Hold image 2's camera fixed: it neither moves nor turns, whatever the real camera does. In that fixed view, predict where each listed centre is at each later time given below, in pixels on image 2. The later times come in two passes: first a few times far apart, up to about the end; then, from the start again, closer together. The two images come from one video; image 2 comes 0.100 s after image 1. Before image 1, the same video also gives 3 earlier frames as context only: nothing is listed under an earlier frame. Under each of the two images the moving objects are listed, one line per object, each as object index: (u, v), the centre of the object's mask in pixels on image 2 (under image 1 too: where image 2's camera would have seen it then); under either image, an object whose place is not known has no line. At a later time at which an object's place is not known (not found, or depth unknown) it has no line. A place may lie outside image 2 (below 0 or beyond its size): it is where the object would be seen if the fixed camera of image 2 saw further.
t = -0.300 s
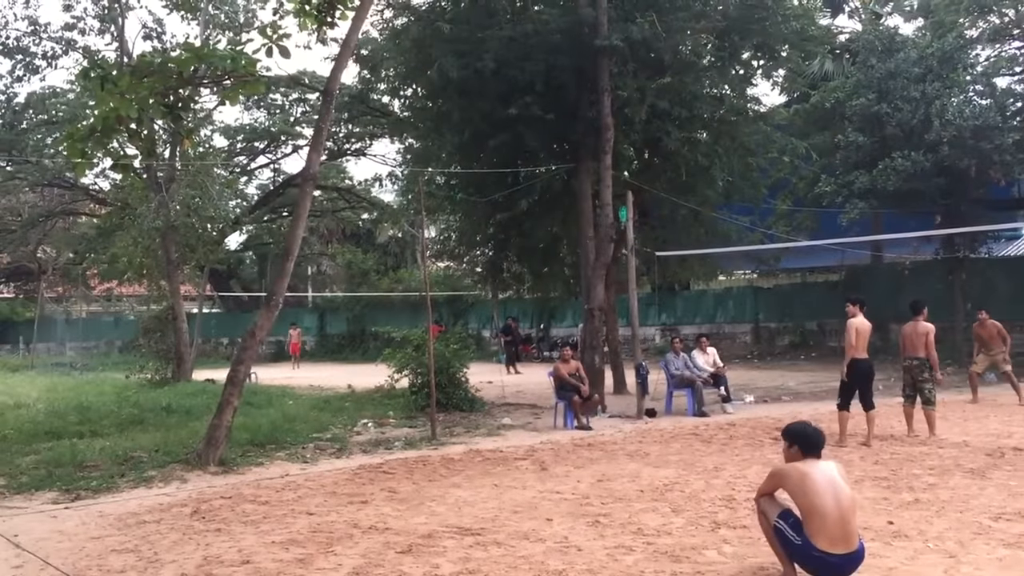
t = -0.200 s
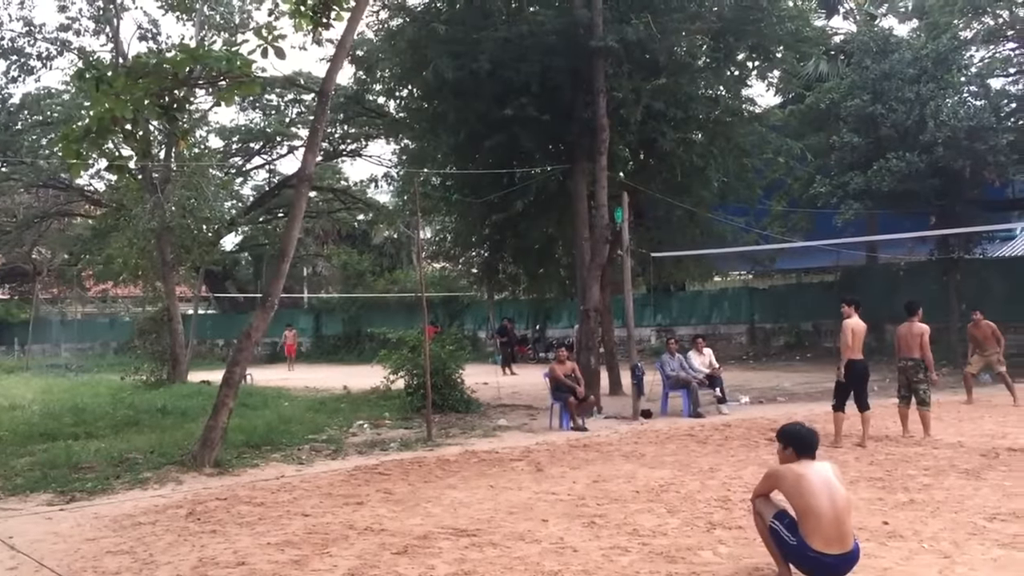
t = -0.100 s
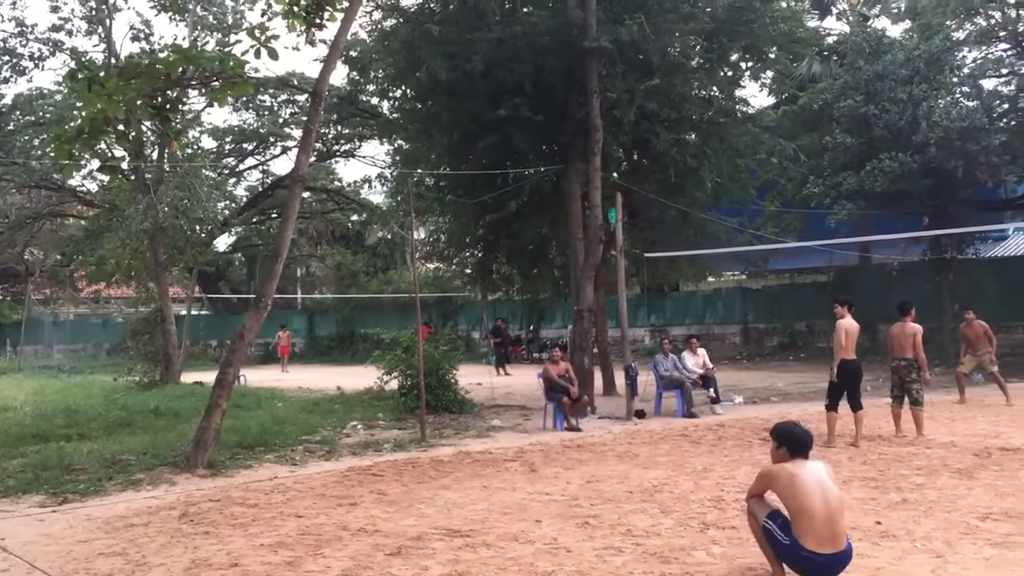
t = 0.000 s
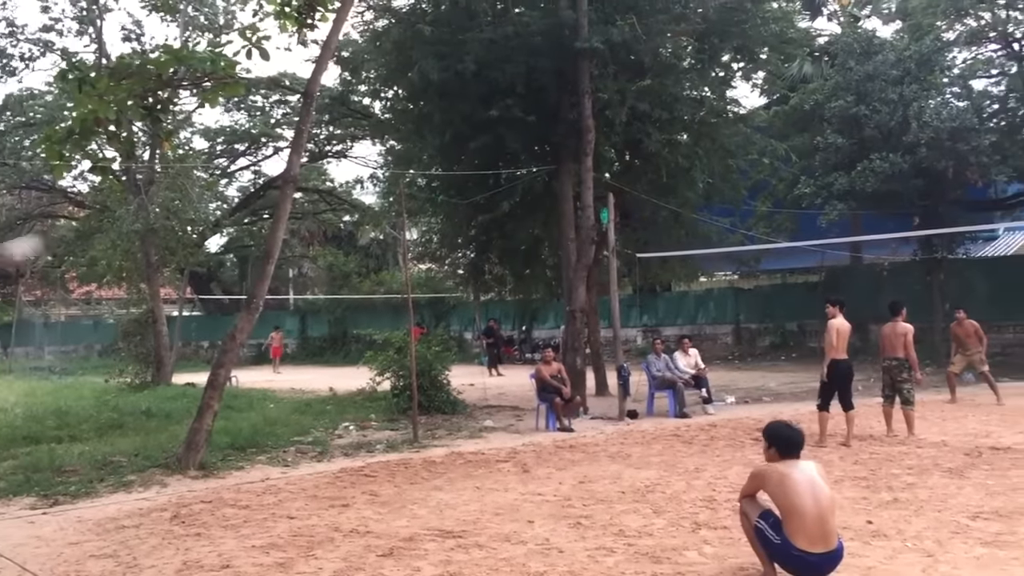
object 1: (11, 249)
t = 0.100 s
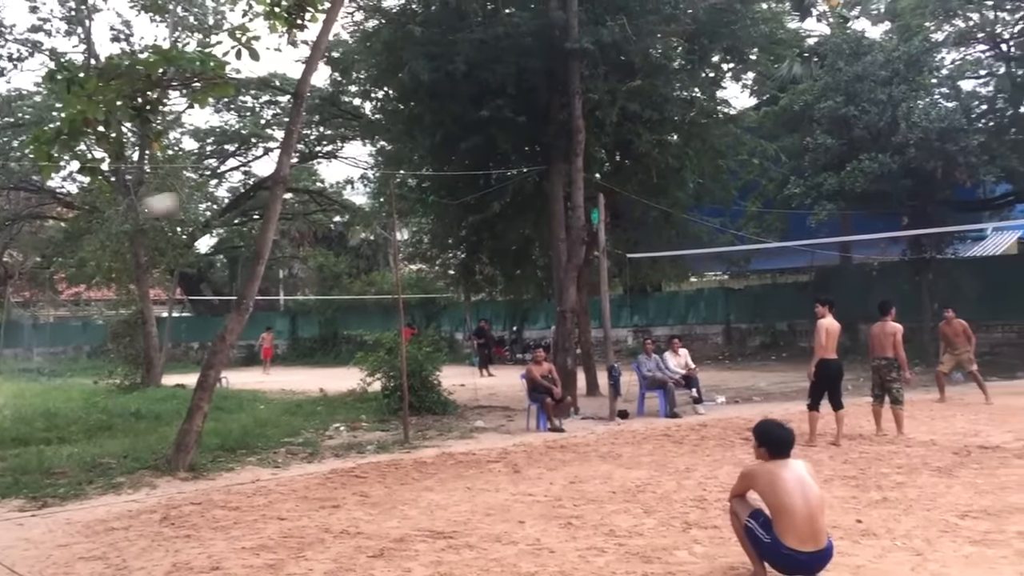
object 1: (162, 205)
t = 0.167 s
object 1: (248, 184)
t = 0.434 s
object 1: (514, 155)
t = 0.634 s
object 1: (665, 178)
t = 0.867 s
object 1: (807, 239)
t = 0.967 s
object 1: (860, 275)
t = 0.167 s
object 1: (248, 184)
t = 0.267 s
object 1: (374, 155)
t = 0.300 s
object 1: (393, 159)
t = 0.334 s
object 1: (425, 156)
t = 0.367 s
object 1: (455, 155)
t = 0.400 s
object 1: (485, 154)
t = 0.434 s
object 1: (514, 155)
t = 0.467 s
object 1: (541, 156)
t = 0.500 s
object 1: (568, 159)
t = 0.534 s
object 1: (595, 163)
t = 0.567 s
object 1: (618, 167)
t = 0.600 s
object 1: (642, 172)
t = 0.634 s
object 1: (665, 178)
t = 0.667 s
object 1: (687, 185)
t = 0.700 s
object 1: (709, 192)
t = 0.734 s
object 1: (730, 201)
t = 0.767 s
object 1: (750, 209)
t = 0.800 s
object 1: (770, 219)
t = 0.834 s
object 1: (788, 228)
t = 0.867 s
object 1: (807, 239)
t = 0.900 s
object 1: (826, 254)
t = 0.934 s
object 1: (843, 263)
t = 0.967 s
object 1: (860, 275)
